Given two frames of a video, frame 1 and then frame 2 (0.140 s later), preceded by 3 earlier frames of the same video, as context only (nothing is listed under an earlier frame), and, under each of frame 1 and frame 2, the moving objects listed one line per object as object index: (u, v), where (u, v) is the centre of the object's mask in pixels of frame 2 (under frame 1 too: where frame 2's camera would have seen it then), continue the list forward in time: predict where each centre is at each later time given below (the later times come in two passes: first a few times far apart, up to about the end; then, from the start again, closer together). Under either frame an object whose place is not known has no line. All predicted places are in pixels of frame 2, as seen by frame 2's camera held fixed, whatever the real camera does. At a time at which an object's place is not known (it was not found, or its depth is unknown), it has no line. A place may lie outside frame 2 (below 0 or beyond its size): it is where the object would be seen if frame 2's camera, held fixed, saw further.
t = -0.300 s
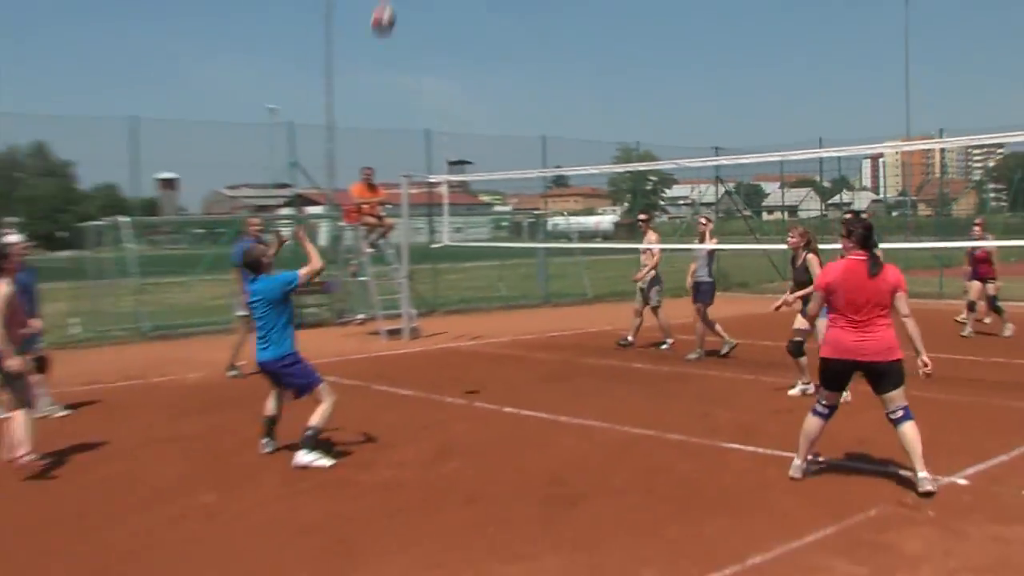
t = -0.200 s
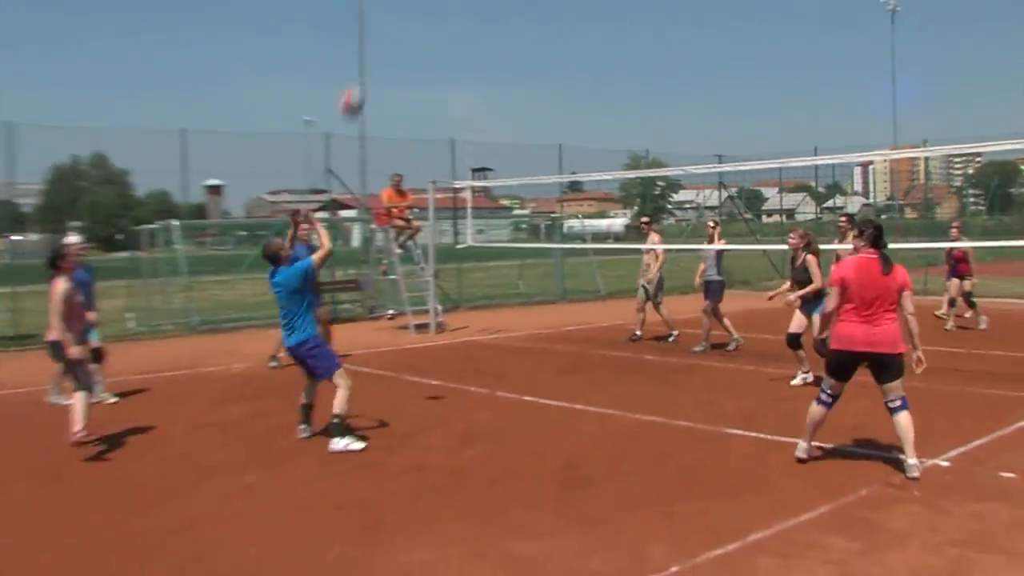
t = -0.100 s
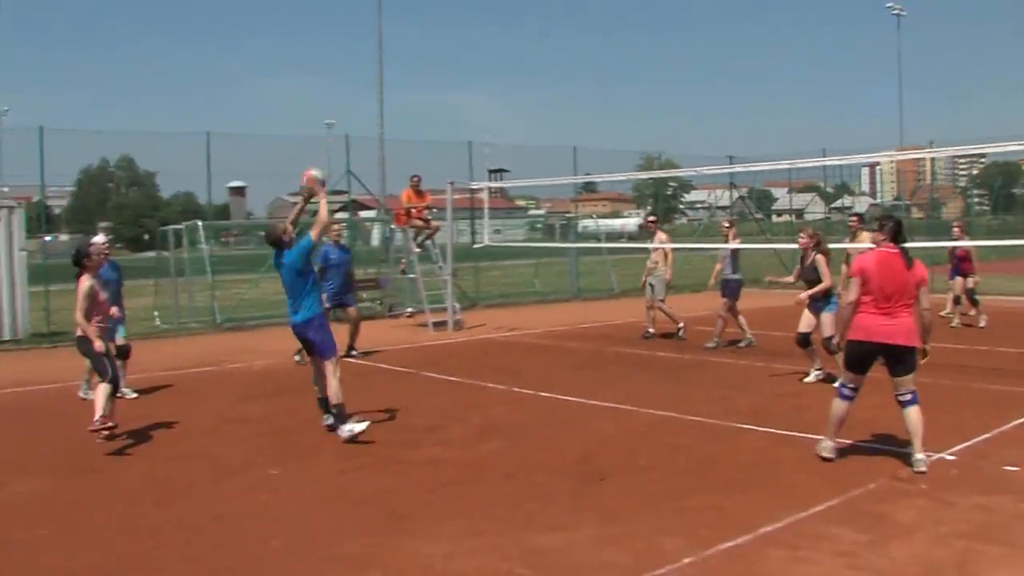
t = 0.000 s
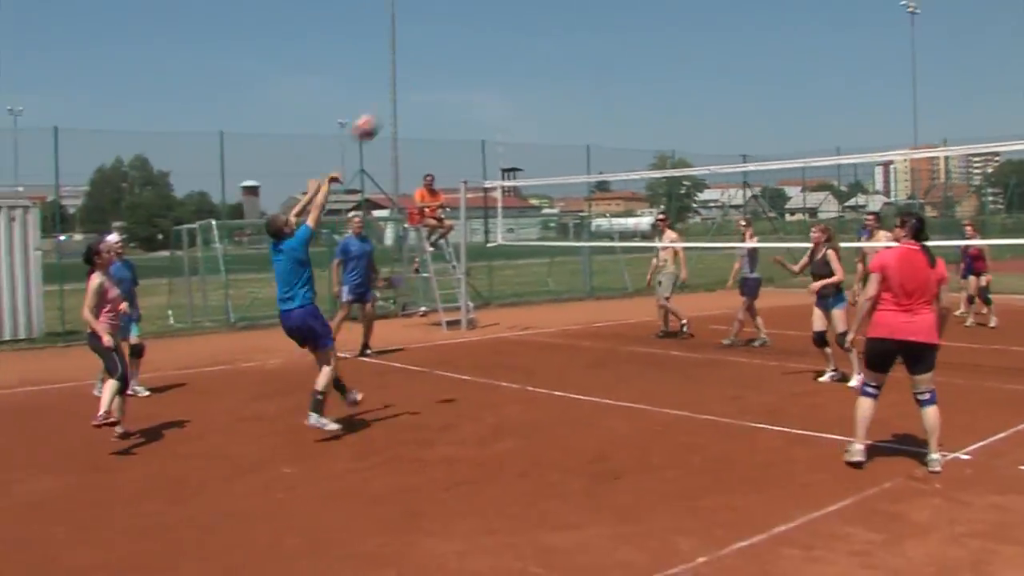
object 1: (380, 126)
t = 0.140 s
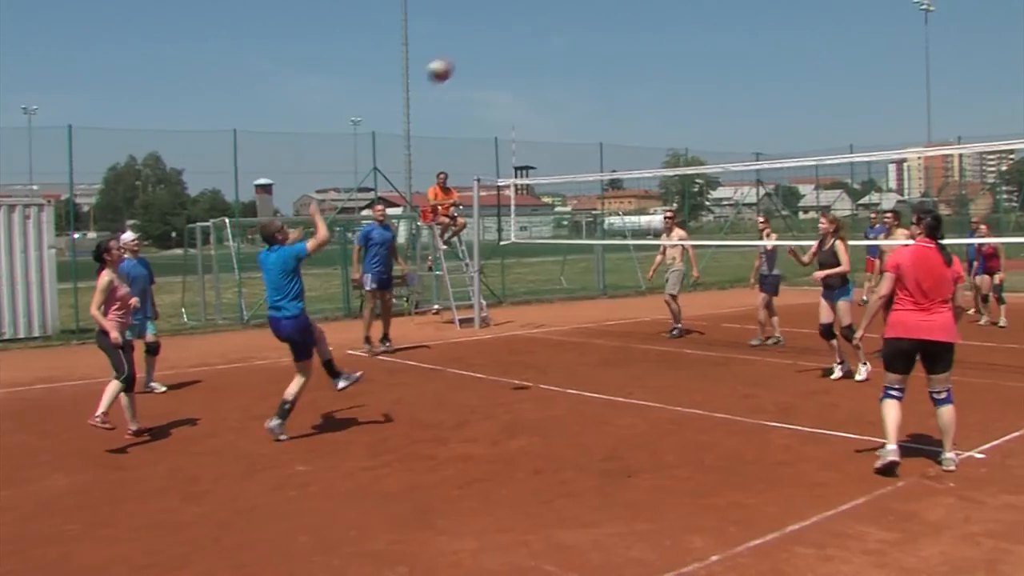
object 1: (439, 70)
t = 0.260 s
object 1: (489, 42)
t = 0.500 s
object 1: (580, 37)
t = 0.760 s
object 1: (668, 95)
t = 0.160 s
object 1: (447, 65)
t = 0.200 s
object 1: (464, 54)
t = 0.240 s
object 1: (481, 45)
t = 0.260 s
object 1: (489, 42)
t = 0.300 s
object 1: (504, 37)
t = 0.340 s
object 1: (520, 33)
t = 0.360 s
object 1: (528, 33)
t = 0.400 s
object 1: (543, 32)
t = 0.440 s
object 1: (558, 33)
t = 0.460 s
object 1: (565, 34)
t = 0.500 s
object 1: (580, 37)
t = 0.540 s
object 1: (594, 42)
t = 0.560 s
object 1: (601, 45)
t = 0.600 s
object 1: (614, 52)
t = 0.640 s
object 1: (628, 60)
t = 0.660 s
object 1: (635, 65)
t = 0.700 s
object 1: (648, 76)
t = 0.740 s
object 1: (662, 88)
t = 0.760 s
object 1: (668, 95)
